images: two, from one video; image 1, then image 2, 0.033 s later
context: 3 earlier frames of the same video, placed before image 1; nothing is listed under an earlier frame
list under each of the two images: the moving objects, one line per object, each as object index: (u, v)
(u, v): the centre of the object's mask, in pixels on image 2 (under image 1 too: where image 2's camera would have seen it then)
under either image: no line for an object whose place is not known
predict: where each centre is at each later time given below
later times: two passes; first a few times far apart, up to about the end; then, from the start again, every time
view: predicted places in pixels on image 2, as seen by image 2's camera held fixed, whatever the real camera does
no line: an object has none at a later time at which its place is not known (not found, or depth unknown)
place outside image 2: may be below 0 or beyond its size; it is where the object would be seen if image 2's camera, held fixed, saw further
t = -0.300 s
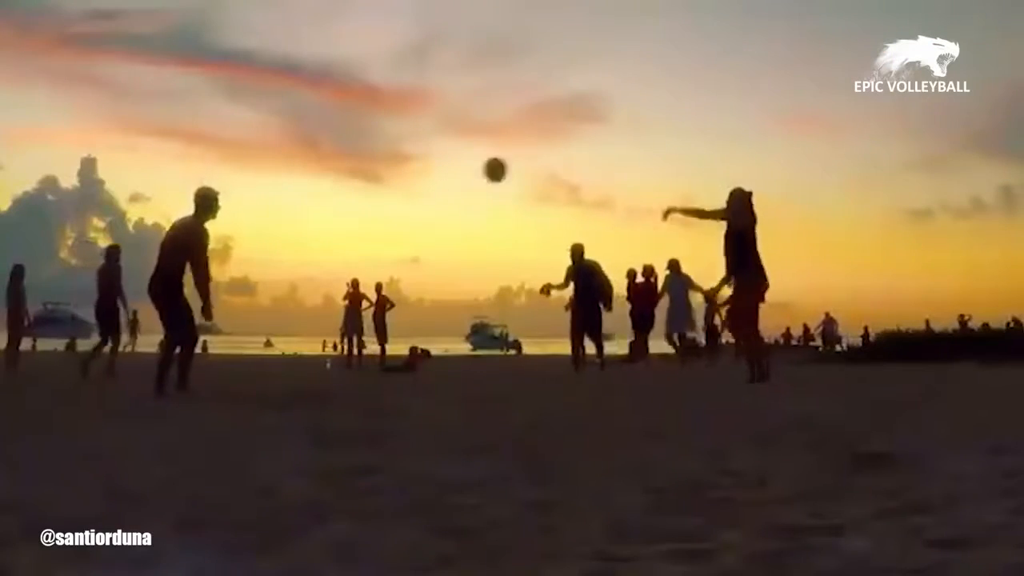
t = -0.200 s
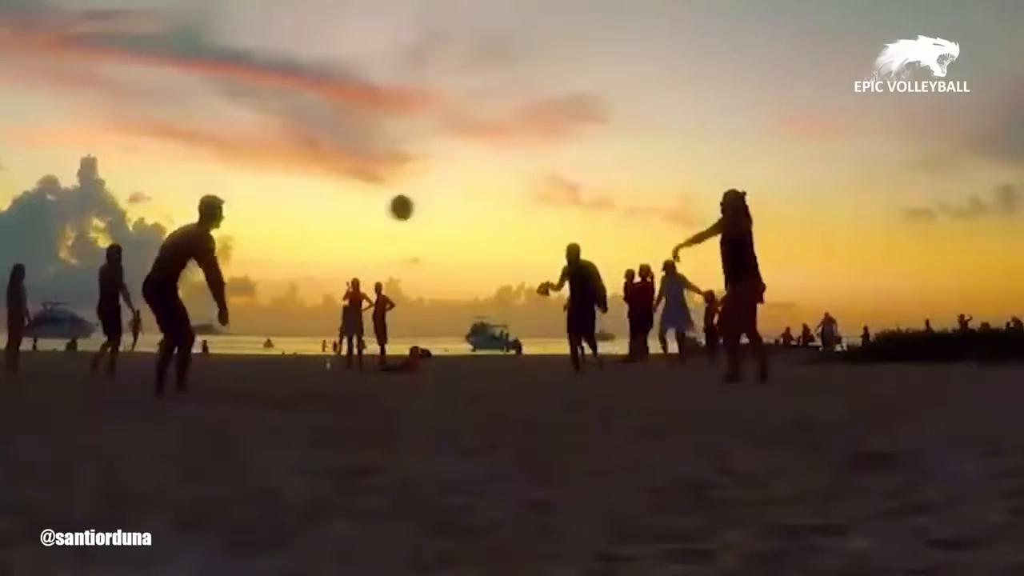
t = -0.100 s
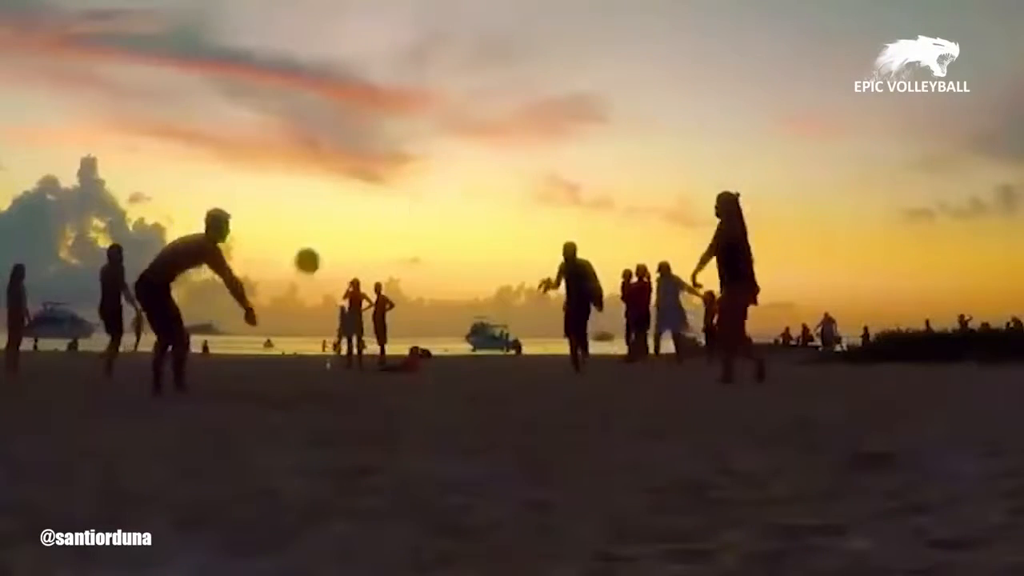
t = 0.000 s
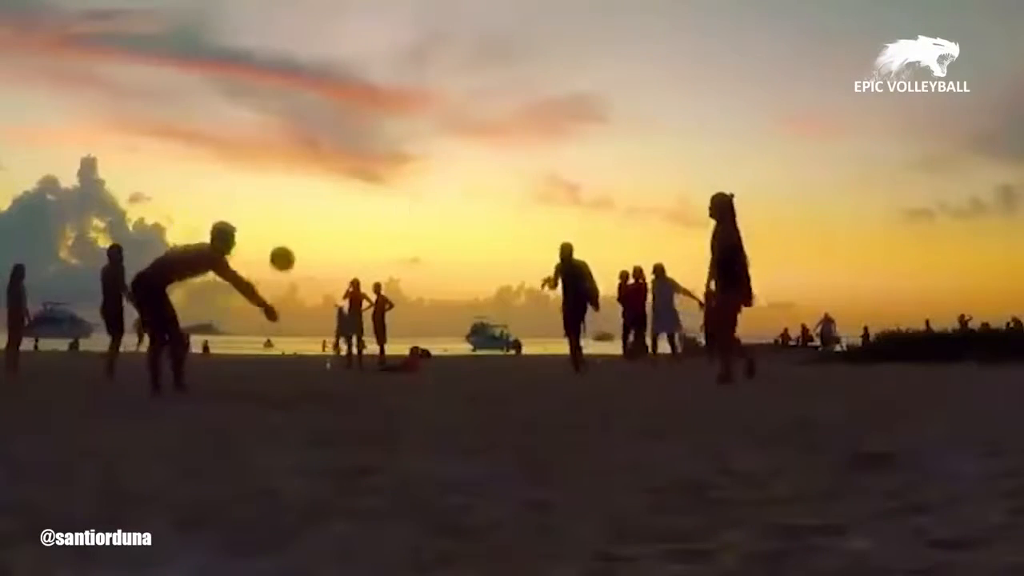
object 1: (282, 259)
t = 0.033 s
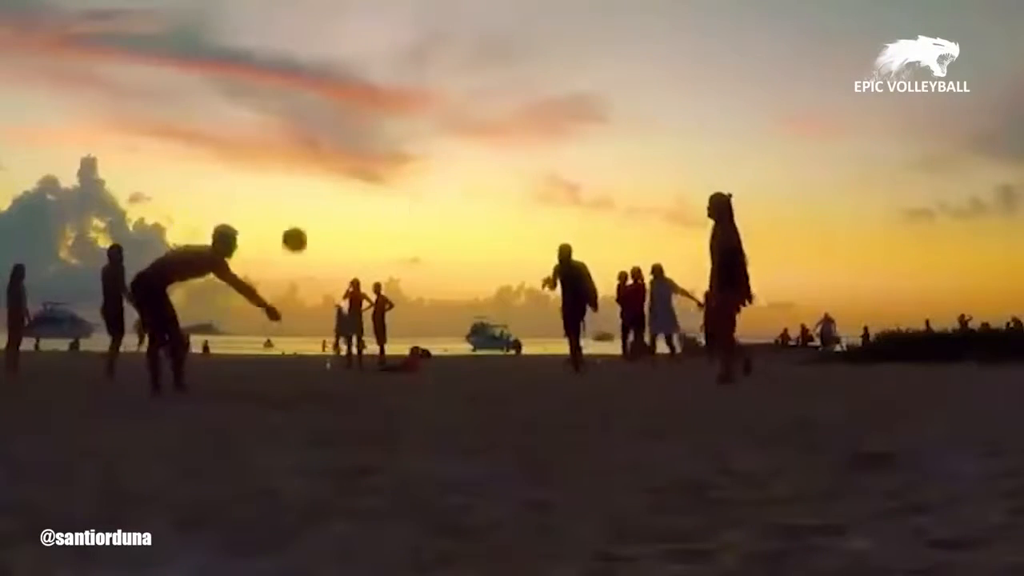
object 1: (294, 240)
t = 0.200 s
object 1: (354, 167)
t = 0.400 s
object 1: (423, 125)
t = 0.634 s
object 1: (499, 136)
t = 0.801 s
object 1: (552, 183)
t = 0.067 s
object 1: (306, 222)
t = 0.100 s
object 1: (318, 207)
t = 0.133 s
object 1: (330, 192)
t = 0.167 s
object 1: (343, 179)
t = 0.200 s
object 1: (354, 167)
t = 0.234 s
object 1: (366, 157)
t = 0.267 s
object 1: (378, 148)
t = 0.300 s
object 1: (389, 141)
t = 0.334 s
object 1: (400, 134)
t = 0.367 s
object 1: (412, 129)
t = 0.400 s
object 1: (423, 125)
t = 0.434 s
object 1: (434, 123)
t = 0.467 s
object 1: (445, 122)
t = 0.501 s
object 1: (456, 123)
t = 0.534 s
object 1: (467, 124)
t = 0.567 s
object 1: (478, 127)
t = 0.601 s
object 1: (489, 131)
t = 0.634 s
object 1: (499, 136)
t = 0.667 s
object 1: (509, 143)
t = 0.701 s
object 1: (520, 151)
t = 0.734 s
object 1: (531, 161)
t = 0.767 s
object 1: (541, 171)
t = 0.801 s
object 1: (552, 183)
